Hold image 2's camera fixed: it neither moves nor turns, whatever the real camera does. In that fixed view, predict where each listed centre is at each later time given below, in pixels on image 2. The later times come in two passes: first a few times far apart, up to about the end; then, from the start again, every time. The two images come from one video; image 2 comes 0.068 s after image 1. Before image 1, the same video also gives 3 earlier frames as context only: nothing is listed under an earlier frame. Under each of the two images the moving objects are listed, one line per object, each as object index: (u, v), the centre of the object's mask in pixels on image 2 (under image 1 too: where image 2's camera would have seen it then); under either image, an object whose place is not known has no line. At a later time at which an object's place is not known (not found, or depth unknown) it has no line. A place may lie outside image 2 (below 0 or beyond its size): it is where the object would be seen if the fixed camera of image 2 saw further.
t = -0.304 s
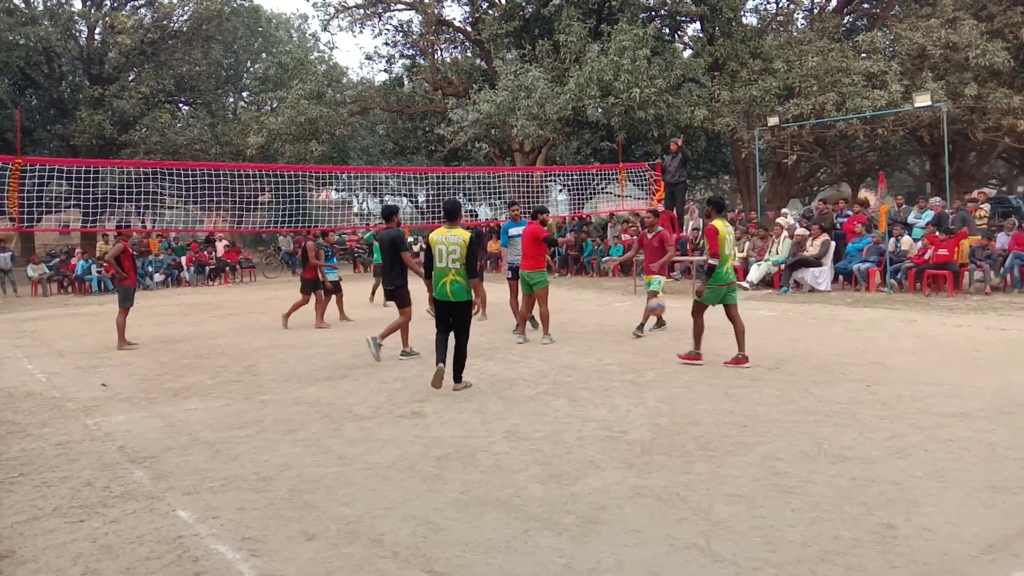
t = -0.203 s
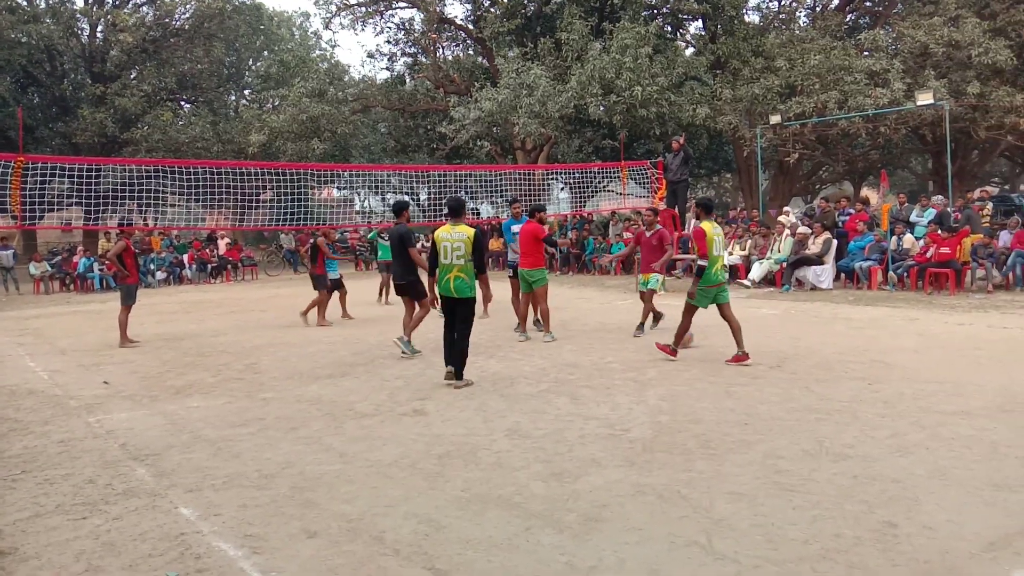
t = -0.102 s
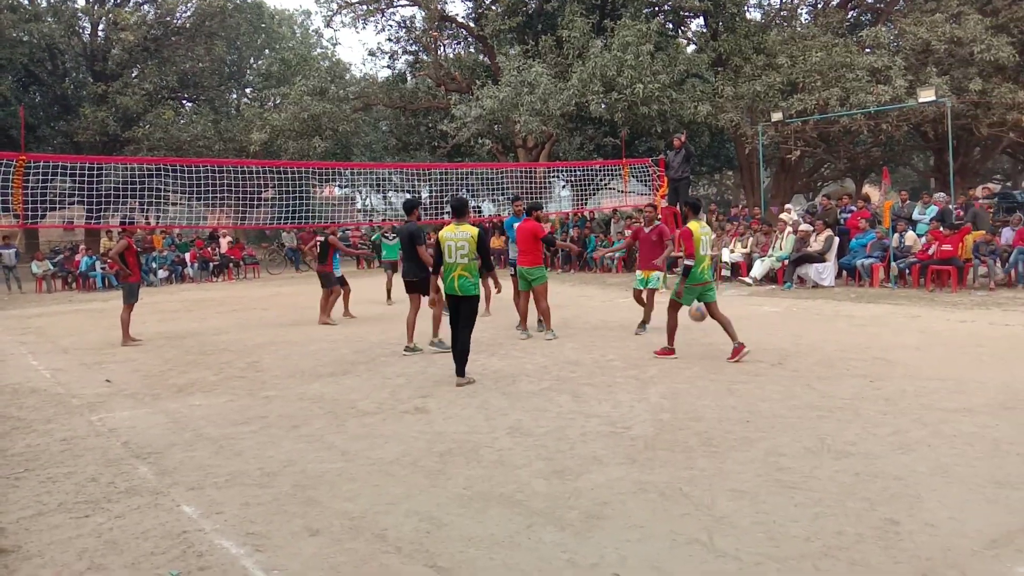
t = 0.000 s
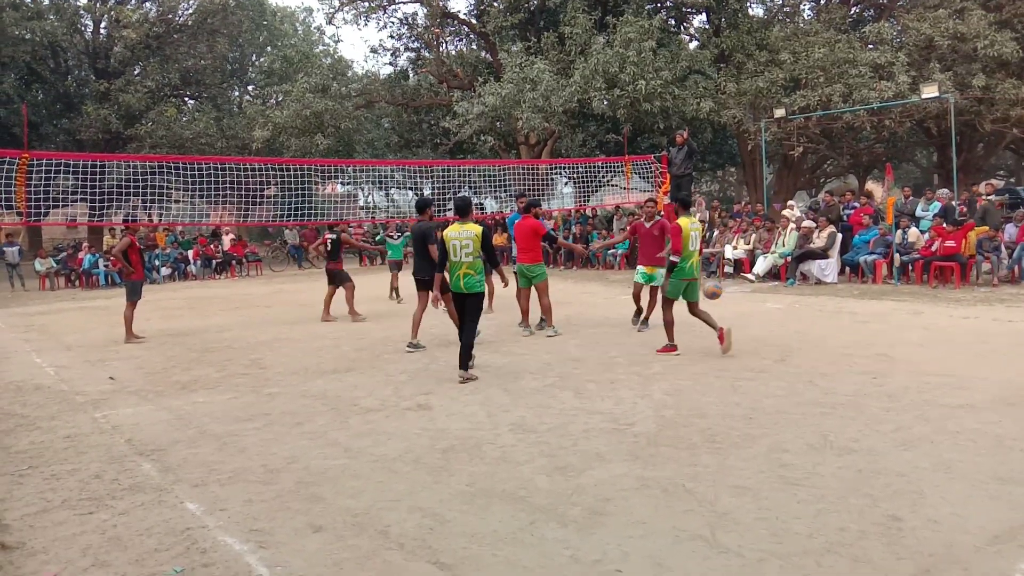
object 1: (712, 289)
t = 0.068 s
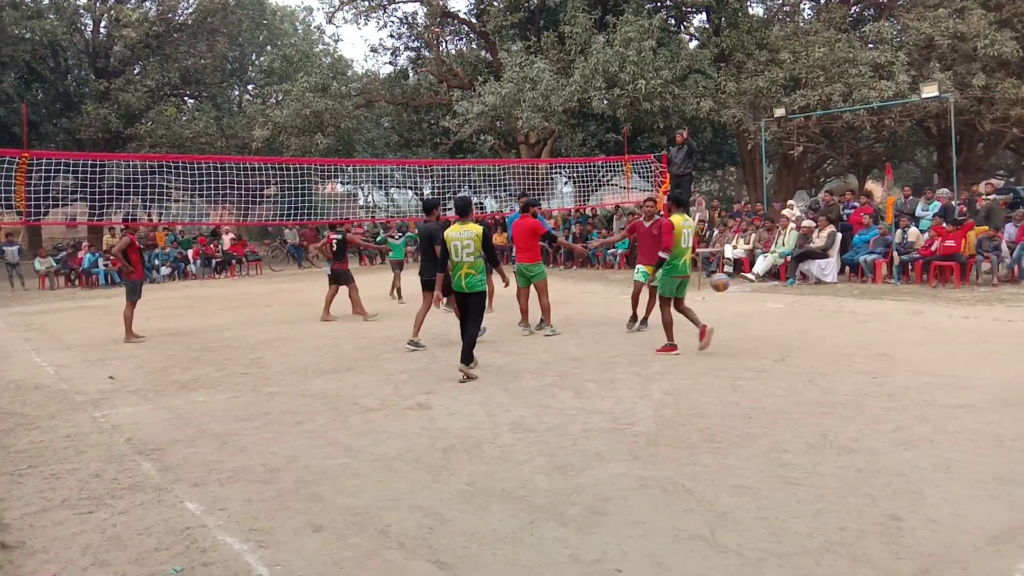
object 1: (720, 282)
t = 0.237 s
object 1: (740, 280)
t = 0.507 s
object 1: (773, 331)
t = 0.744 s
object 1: (806, 302)
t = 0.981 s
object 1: (841, 316)
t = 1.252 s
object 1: (883, 319)
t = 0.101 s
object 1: (724, 280)
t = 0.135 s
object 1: (728, 279)
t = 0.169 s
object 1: (732, 278)
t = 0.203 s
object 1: (735, 279)
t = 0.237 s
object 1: (740, 280)
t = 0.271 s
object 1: (744, 283)
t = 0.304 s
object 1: (748, 286)
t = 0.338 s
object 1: (752, 292)
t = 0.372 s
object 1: (756, 297)
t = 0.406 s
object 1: (760, 304)
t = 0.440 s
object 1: (764, 312)
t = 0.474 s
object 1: (768, 321)
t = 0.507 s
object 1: (773, 331)
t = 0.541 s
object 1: (777, 330)
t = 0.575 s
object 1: (781, 323)
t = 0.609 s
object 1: (786, 316)
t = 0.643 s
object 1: (791, 311)
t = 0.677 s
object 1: (796, 307)
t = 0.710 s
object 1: (801, 304)
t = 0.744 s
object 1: (806, 302)
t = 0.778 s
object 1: (811, 301)
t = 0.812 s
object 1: (814, 300)
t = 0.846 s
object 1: (819, 300)
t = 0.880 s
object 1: (825, 303)
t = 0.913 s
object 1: (831, 306)
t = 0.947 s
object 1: (836, 310)
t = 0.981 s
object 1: (841, 316)
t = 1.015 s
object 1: (846, 322)
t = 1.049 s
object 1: (851, 330)
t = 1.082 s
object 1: (856, 339)
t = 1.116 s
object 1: (861, 334)
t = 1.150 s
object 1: (866, 328)
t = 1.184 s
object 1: (872, 324)
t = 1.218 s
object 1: (878, 321)
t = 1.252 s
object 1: (883, 319)
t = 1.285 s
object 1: (889, 317)
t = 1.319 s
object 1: (894, 318)
